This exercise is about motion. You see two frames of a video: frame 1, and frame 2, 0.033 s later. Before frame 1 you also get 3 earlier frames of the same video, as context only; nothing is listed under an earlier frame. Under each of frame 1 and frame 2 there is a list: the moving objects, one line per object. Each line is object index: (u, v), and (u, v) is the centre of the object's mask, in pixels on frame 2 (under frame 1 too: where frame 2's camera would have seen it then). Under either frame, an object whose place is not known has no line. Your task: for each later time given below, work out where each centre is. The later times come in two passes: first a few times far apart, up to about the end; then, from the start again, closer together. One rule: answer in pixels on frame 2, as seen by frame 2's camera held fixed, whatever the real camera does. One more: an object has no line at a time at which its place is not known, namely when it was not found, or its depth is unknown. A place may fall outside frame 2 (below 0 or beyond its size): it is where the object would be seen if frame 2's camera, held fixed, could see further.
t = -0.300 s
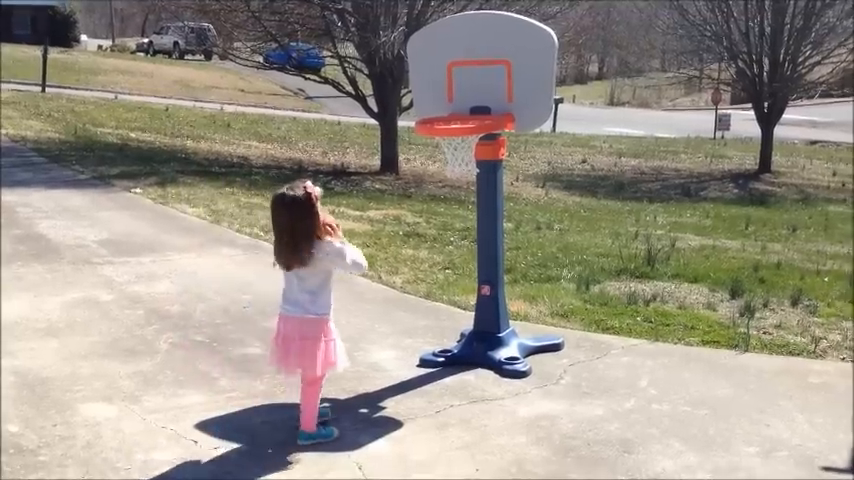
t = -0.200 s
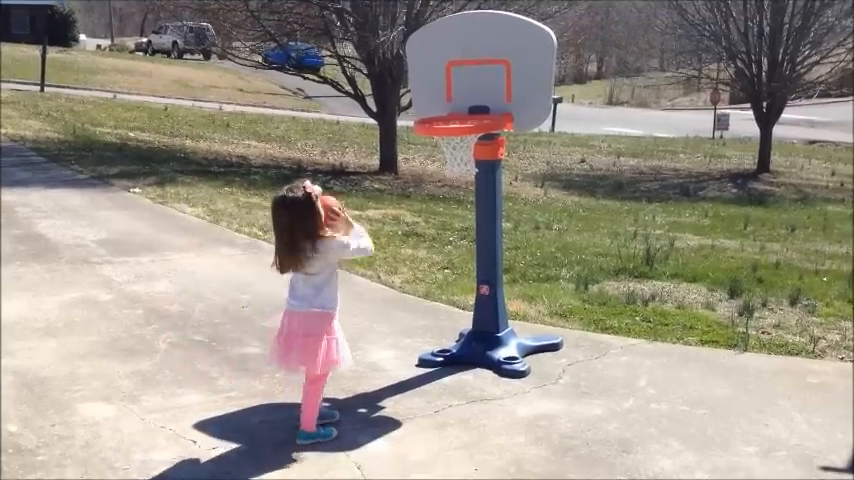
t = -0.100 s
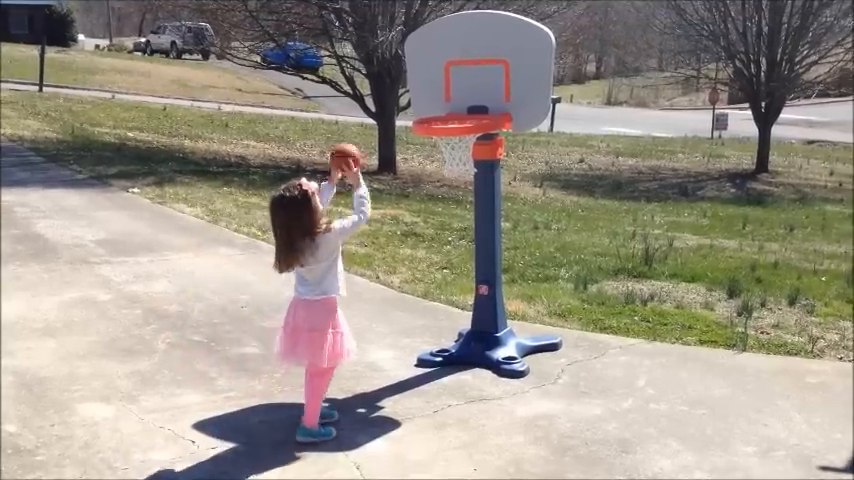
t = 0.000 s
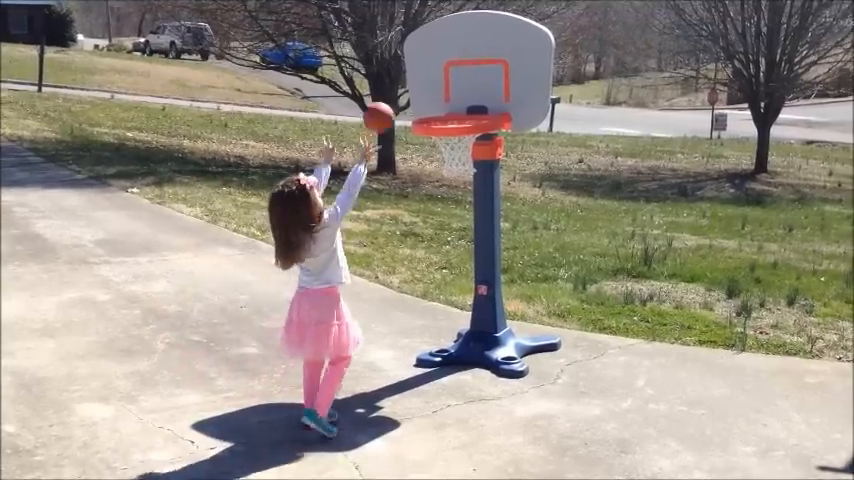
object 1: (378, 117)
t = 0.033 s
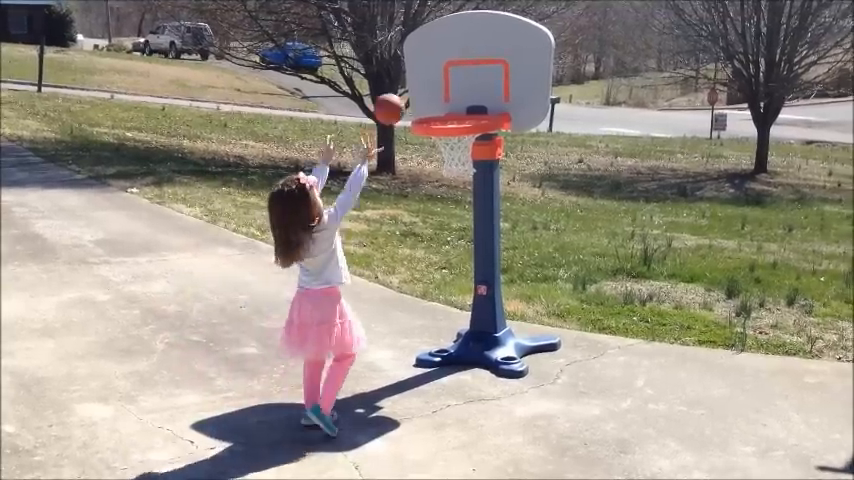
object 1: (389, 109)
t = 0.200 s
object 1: (440, 104)
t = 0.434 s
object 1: (462, 147)
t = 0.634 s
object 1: (448, 194)
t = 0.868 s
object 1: (440, 354)
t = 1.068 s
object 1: (438, 277)
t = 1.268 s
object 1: (436, 247)
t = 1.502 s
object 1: (432, 322)
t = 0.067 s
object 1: (399, 103)
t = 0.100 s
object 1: (410, 99)
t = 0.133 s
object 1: (420, 99)
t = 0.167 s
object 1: (430, 101)
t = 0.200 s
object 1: (440, 104)
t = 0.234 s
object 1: (448, 112)
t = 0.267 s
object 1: (459, 118)
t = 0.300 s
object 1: (470, 140)
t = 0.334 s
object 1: (473, 146)
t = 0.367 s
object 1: (470, 147)
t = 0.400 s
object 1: (467, 147)
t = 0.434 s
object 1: (462, 147)
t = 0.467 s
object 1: (456, 151)
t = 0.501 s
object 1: (453, 156)
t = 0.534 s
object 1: (450, 161)
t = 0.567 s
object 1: (449, 170)
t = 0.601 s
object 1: (449, 180)
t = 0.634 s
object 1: (448, 194)
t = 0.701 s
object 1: (445, 227)
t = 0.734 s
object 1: (444, 248)
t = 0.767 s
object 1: (443, 271)
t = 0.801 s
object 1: (442, 296)
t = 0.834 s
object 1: (441, 324)
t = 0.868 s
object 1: (440, 354)
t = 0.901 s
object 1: (440, 360)
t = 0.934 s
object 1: (440, 340)
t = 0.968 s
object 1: (439, 321)
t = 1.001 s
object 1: (438, 304)
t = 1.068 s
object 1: (438, 277)
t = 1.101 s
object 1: (438, 266)
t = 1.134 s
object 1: (438, 258)
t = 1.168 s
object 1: (437, 252)
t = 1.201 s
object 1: (437, 248)
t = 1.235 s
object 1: (437, 247)
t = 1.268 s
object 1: (436, 247)
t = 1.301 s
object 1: (436, 251)
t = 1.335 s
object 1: (436, 256)
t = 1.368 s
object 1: (435, 265)
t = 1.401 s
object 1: (434, 275)
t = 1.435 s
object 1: (433, 288)
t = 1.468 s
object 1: (433, 303)
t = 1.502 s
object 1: (432, 322)
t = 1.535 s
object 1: (432, 341)
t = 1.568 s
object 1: (432, 362)
